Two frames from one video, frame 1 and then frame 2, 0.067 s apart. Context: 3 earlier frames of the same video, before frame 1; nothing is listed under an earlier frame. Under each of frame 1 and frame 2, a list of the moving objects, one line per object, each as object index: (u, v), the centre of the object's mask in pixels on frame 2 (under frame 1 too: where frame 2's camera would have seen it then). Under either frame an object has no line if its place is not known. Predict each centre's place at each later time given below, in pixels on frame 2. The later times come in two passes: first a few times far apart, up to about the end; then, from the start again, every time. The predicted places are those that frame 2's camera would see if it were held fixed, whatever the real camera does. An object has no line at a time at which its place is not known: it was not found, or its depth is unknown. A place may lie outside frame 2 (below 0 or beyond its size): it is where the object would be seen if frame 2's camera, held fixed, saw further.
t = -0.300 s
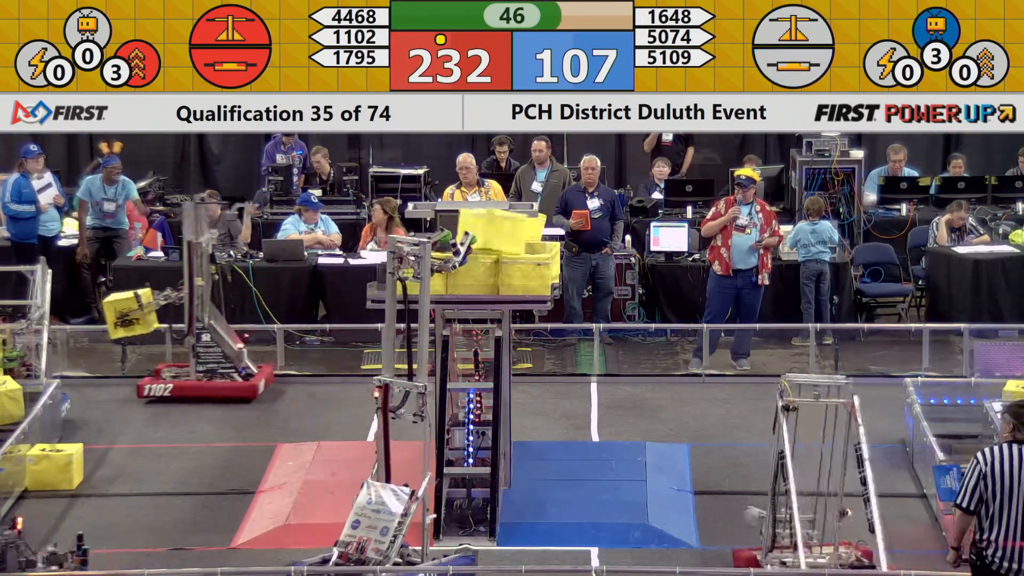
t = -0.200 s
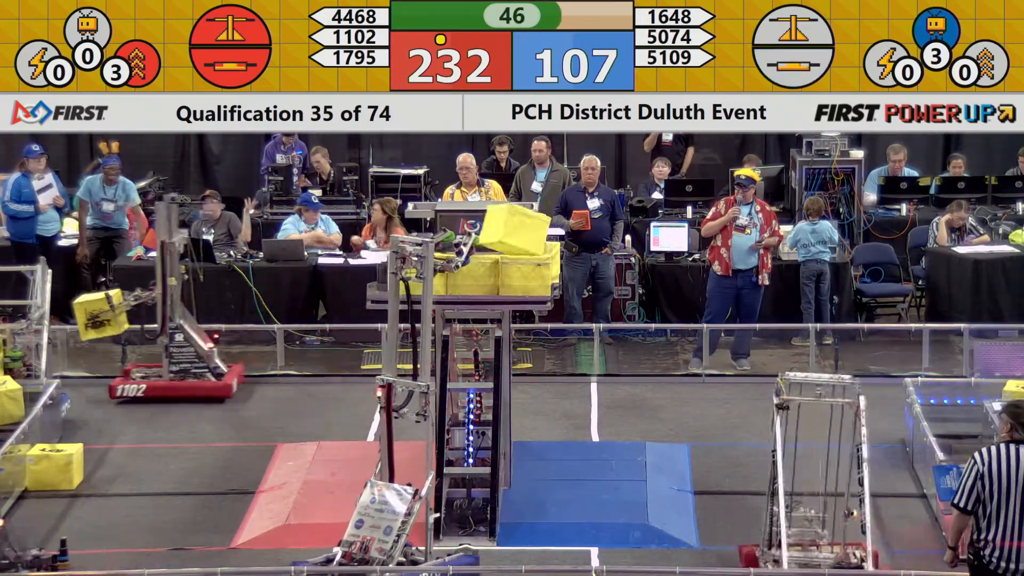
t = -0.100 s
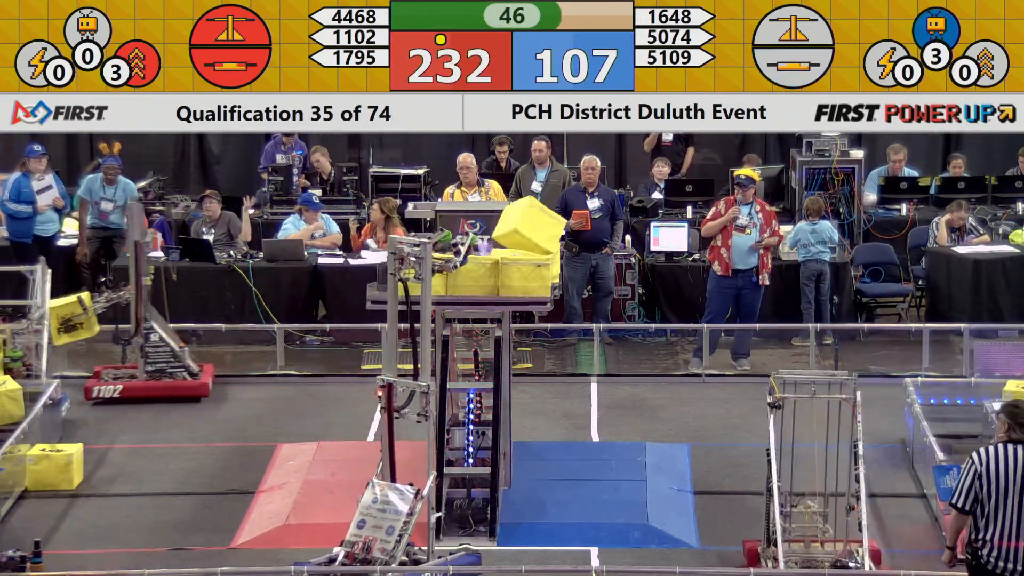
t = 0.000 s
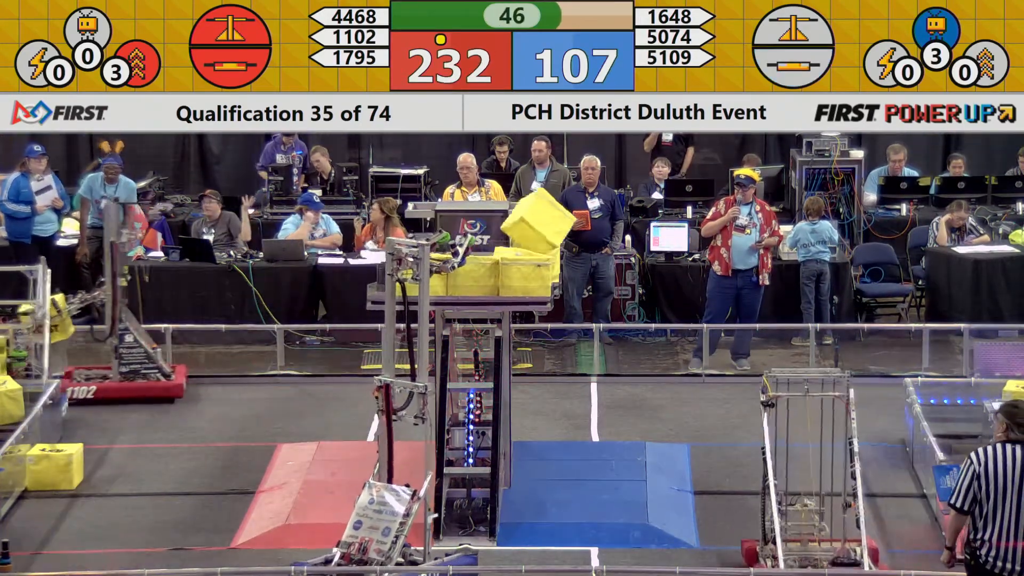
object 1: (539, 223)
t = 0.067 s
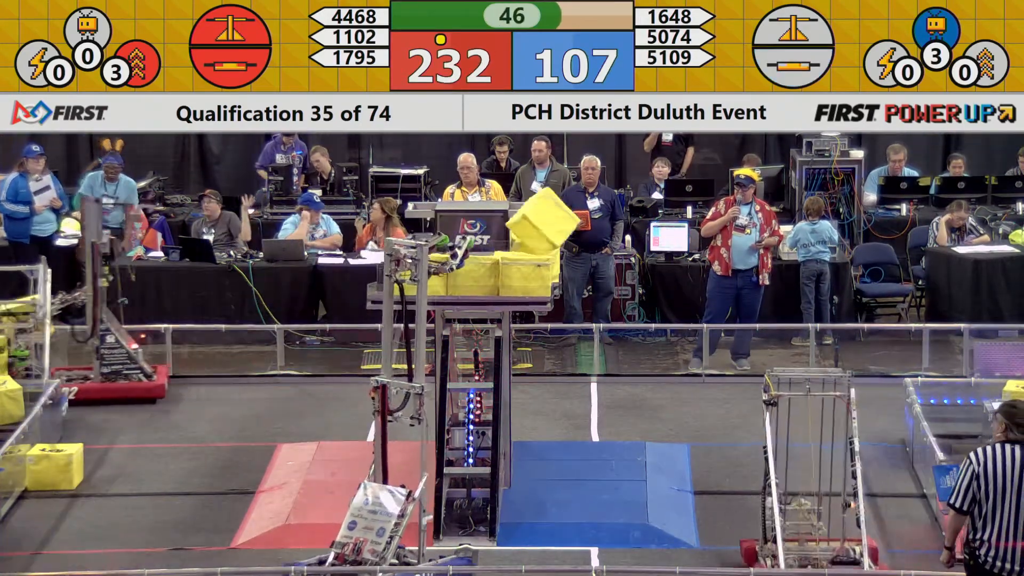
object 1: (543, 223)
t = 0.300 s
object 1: (553, 230)
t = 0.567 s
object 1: (574, 250)
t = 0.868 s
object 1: (599, 363)
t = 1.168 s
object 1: (615, 505)
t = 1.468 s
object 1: (605, 526)
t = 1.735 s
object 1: (586, 537)
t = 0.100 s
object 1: (545, 224)
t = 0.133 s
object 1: (547, 225)
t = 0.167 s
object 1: (546, 227)
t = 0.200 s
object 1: (549, 227)
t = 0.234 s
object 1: (549, 228)
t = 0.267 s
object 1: (552, 229)
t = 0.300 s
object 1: (553, 230)
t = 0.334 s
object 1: (555, 231)
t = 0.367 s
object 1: (557, 233)
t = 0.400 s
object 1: (560, 234)
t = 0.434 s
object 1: (562, 236)
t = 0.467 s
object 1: (564, 237)
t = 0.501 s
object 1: (568, 241)
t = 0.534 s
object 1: (571, 244)
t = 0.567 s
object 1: (574, 250)
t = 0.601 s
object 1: (577, 257)
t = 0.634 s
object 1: (580, 265)
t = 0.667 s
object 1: (582, 275)
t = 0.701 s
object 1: (585, 287)
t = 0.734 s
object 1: (588, 298)
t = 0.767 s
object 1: (590, 313)
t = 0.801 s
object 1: (593, 328)
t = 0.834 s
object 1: (596, 345)
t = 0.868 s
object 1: (599, 363)
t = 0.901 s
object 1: (602, 383)
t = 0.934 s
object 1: (605, 405)
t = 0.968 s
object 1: (607, 427)
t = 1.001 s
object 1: (611, 451)
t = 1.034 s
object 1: (614, 476)
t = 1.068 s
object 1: (617, 504)
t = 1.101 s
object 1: (617, 510)
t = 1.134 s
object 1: (616, 507)
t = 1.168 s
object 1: (615, 505)
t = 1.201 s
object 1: (614, 504)
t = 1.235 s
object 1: (613, 505)
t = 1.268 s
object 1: (612, 508)
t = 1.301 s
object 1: (610, 512)
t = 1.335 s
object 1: (609, 517)
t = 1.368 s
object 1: (609, 525)
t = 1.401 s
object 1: (608, 525)
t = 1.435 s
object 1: (607, 525)
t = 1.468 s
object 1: (605, 526)
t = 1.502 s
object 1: (604, 528)
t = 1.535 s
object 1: (601, 530)
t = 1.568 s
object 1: (599, 533)
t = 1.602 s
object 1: (595, 535)
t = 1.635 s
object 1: (592, 538)
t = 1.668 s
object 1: (590, 536)
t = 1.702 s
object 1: (588, 536)
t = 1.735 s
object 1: (586, 537)
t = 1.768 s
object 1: (583, 537)
